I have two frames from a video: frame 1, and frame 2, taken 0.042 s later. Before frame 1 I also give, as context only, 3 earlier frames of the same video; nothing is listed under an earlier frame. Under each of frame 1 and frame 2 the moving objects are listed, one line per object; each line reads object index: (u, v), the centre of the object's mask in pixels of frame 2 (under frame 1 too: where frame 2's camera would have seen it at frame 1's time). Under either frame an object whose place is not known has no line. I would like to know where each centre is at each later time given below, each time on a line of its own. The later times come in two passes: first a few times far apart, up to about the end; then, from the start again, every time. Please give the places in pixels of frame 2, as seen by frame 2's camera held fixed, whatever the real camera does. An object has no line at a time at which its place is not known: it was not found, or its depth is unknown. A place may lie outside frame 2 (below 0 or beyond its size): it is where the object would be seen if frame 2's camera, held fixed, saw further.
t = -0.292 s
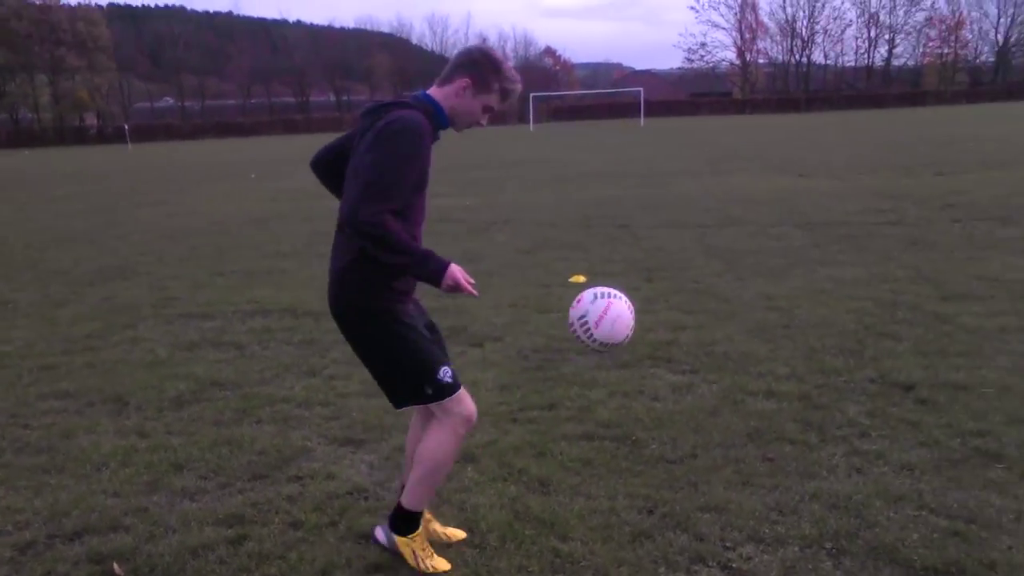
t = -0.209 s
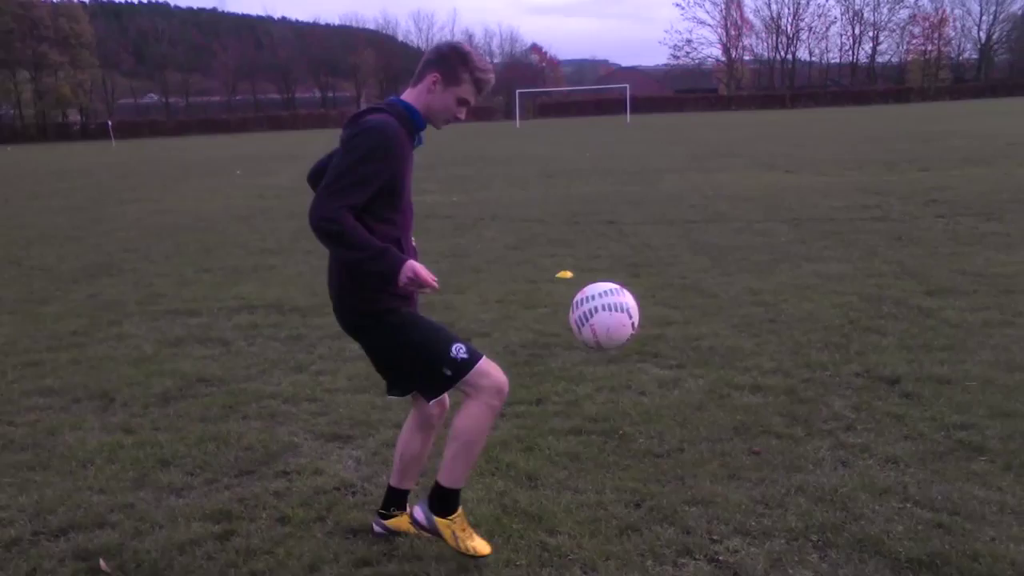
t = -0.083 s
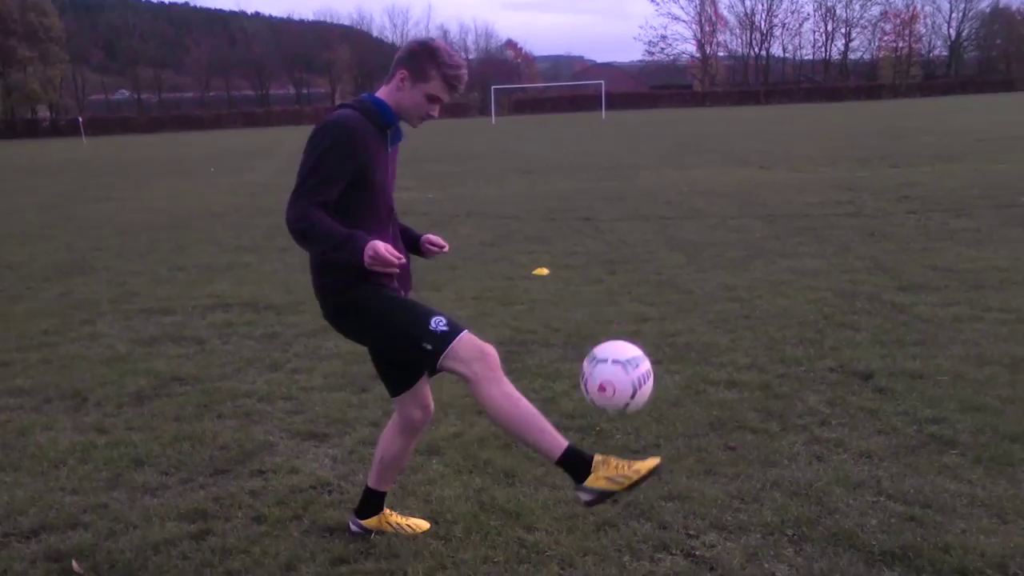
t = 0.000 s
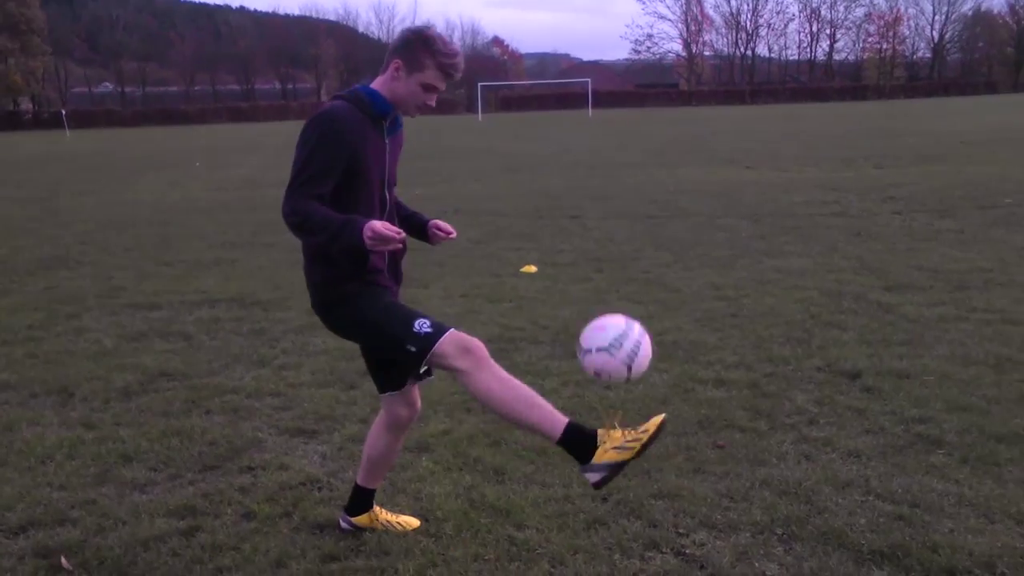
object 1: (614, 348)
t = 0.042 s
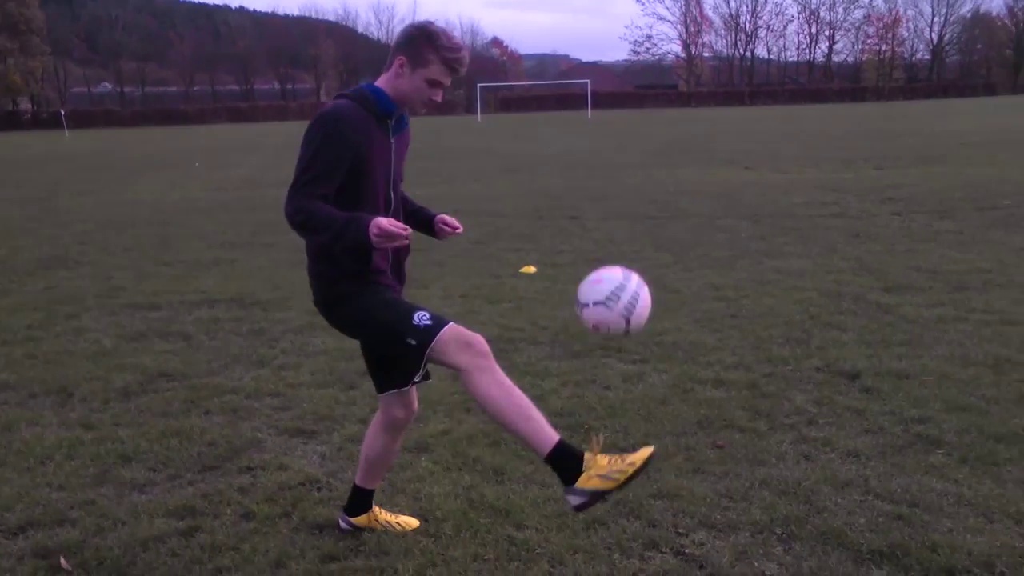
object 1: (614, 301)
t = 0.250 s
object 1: (610, 118)
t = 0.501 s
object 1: (605, 67)
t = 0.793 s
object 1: (594, 277)
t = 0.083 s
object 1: (612, 256)
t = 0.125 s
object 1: (612, 215)
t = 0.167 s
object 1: (613, 177)
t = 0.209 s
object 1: (611, 145)
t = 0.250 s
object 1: (610, 118)
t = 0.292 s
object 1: (610, 95)
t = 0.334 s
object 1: (608, 79)
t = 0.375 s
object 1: (607, 67)
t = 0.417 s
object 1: (607, 62)
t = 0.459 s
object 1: (606, 62)
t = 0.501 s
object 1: (605, 67)
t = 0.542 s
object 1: (603, 80)
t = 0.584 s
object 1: (602, 98)
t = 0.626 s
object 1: (601, 121)
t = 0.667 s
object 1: (599, 154)
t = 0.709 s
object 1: (597, 189)
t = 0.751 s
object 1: (596, 231)
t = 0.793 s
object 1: (594, 277)
